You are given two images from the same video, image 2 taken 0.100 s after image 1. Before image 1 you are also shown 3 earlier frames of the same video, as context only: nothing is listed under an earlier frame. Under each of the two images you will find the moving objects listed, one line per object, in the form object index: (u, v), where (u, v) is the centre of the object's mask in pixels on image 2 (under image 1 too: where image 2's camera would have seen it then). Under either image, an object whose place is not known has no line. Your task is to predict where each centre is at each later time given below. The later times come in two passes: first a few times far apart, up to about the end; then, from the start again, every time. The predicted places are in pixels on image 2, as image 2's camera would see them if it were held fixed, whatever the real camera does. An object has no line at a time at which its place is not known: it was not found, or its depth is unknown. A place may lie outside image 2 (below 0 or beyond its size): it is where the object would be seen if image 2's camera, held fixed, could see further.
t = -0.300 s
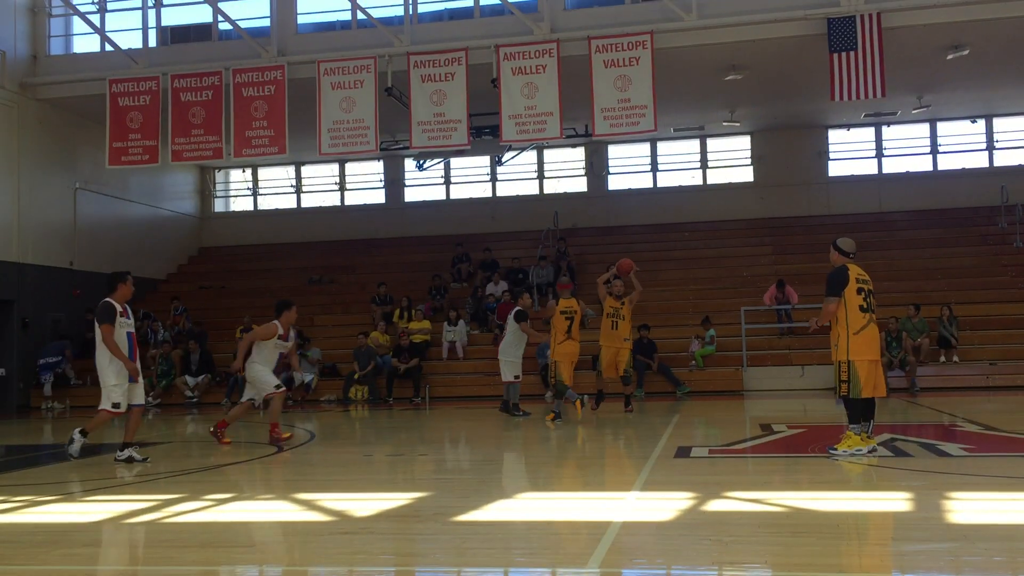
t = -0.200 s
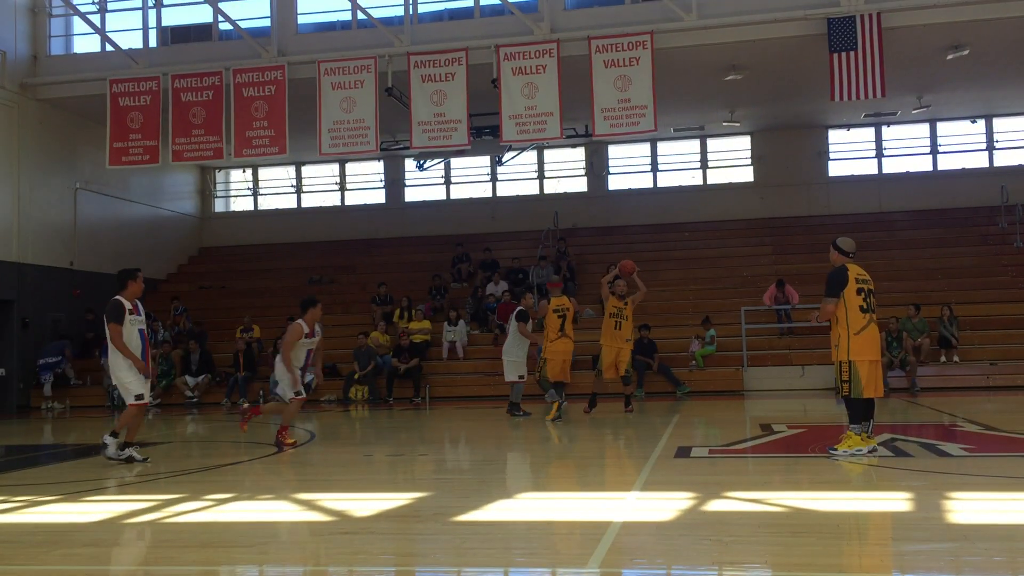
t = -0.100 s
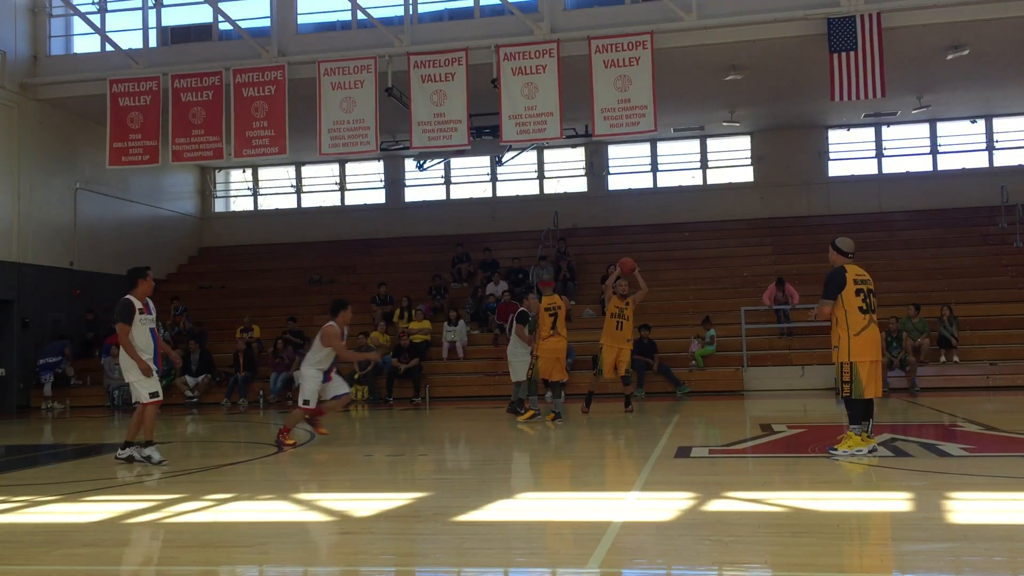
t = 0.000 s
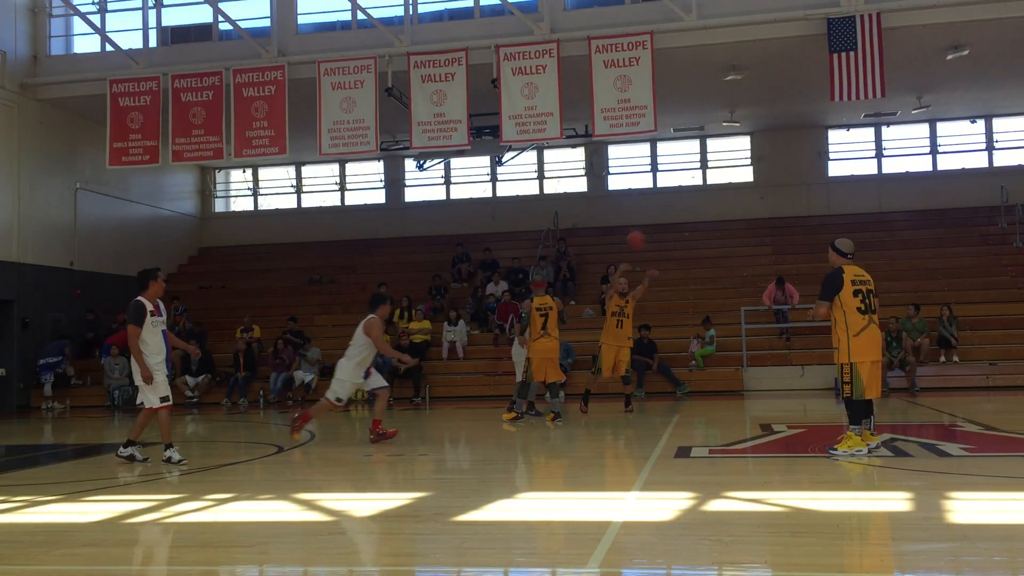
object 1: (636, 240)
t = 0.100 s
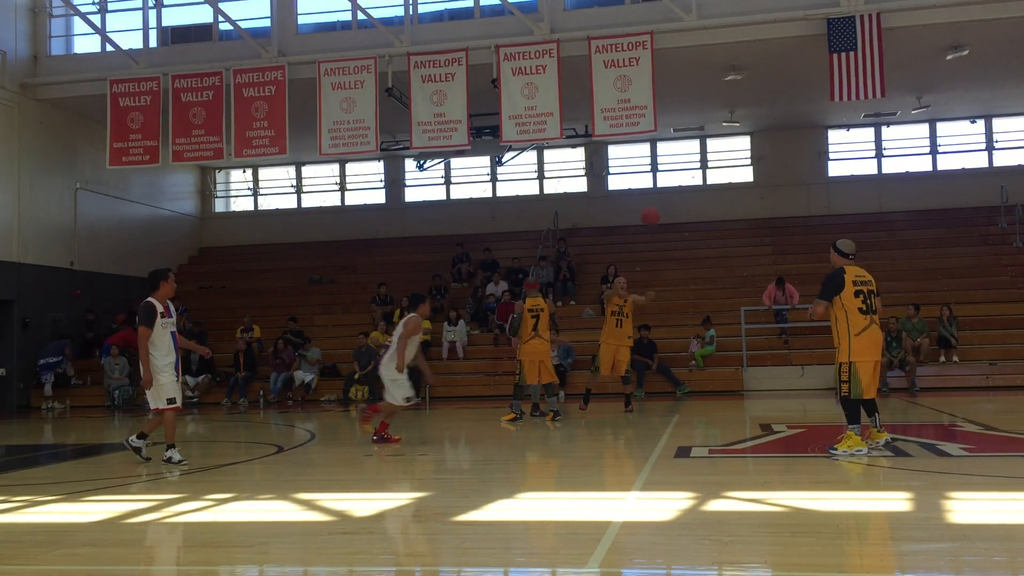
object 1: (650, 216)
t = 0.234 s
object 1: (673, 192)
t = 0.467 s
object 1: (721, 181)
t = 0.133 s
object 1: (656, 209)
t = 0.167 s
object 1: (662, 203)
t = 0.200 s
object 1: (667, 198)
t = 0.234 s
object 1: (673, 192)
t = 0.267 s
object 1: (679, 188)
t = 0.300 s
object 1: (685, 185)
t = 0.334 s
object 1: (692, 182)
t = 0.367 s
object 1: (699, 180)
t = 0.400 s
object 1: (706, 180)
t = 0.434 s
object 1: (713, 180)
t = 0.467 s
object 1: (721, 181)
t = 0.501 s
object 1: (729, 184)
